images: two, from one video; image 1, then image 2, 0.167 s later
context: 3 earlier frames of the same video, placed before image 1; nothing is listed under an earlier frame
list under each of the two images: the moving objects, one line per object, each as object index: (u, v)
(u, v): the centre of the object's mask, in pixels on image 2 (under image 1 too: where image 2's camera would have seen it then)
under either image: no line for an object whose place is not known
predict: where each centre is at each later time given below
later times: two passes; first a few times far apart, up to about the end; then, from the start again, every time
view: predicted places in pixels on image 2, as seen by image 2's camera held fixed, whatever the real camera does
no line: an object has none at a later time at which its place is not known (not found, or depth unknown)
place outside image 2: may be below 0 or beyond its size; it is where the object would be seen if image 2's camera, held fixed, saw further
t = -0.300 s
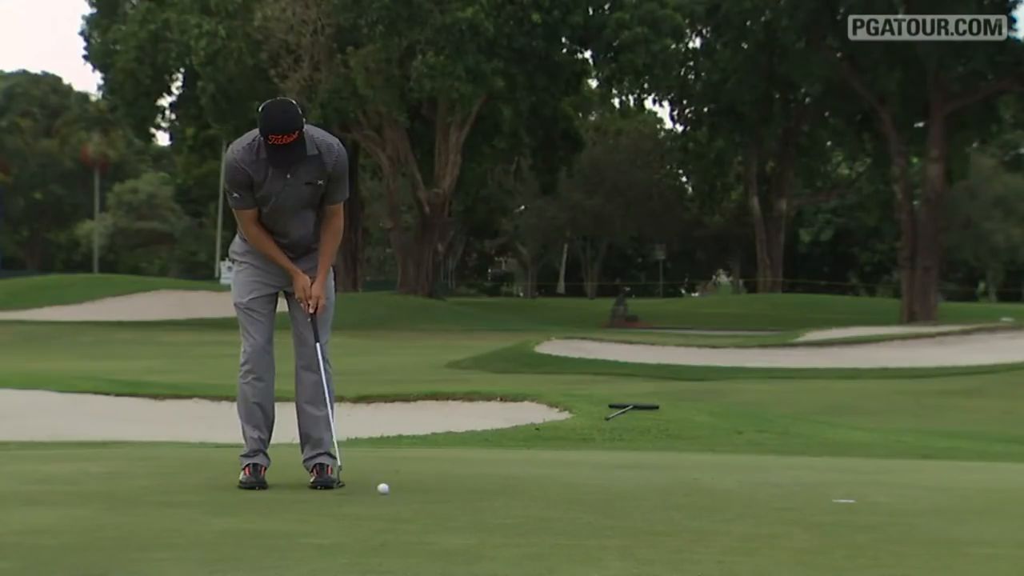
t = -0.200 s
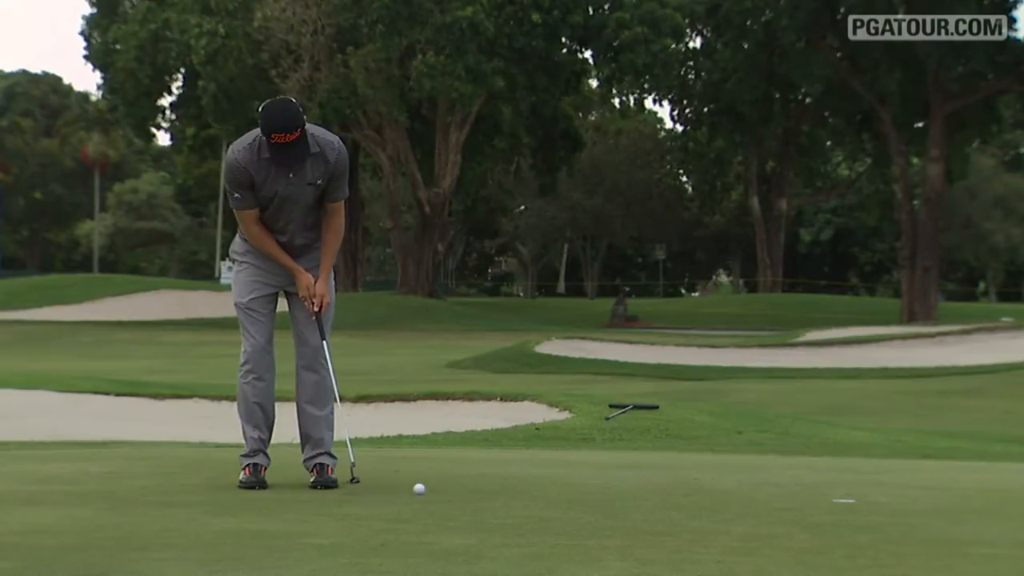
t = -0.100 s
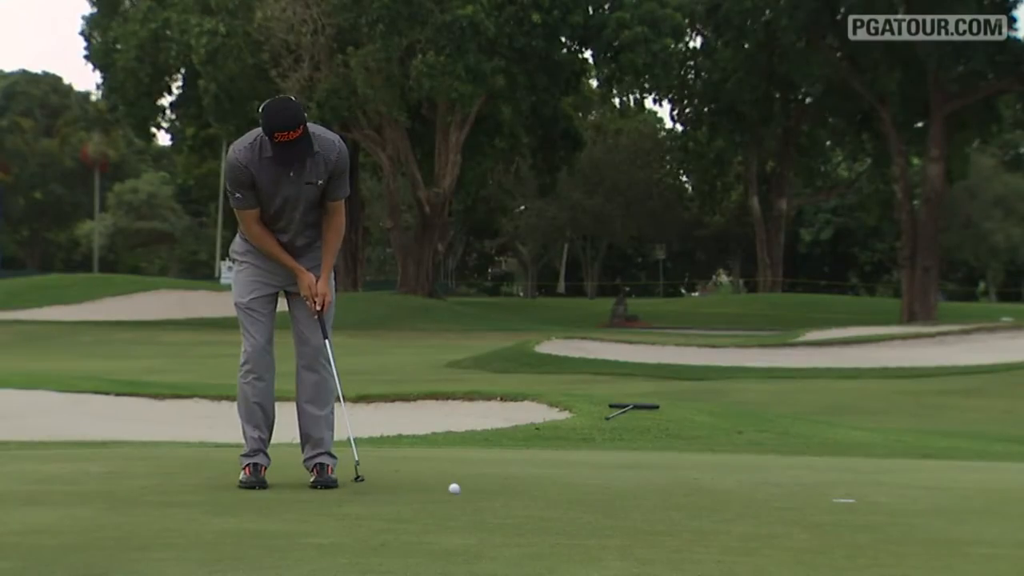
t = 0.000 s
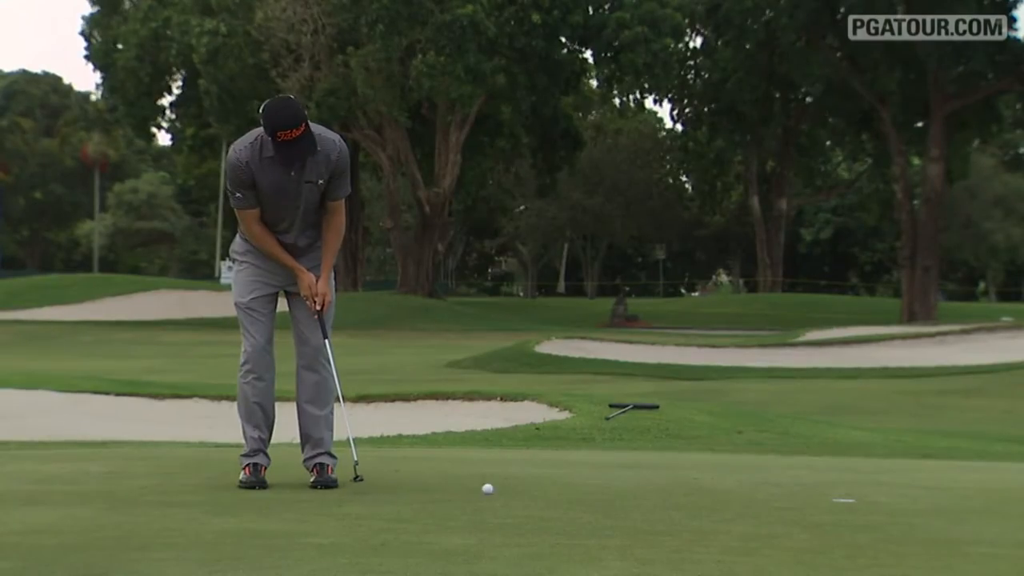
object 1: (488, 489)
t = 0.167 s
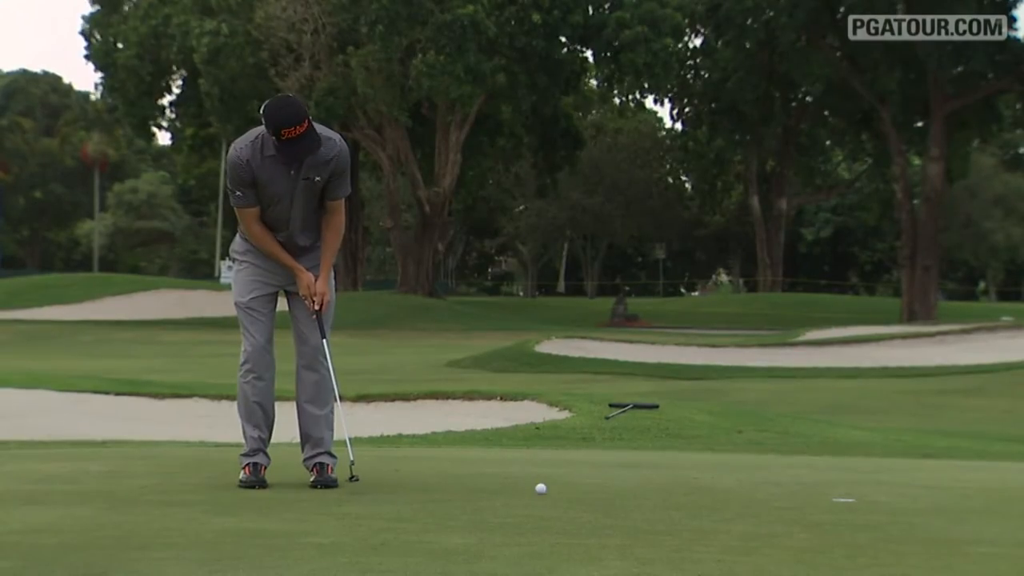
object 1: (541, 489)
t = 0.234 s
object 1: (561, 489)
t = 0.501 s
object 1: (639, 491)
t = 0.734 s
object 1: (701, 492)
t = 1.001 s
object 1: (766, 493)
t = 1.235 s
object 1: (817, 494)
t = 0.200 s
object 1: (551, 489)
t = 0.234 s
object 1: (561, 489)
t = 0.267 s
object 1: (571, 489)
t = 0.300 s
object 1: (581, 489)
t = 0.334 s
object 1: (591, 489)
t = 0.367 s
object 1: (600, 490)
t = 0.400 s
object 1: (610, 489)
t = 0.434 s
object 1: (620, 490)
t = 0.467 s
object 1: (629, 490)
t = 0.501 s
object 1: (639, 491)
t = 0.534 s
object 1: (648, 491)
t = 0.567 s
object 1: (658, 490)
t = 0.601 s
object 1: (667, 490)
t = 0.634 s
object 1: (676, 491)
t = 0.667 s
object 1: (684, 491)
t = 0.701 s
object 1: (693, 491)
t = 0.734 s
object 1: (701, 492)
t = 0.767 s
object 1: (710, 491)
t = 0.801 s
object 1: (718, 492)
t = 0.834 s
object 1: (726, 492)
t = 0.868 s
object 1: (734, 492)
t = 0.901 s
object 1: (742, 492)
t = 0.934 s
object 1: (750, 492)
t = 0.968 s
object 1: (758, 493)
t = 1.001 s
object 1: (766, 493)
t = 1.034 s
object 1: (774, 493)
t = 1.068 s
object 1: (781, 493)
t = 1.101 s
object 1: (789, 494)
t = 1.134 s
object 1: (796, 493)
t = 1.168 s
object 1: (803, 493)
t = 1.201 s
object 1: (810, 493)
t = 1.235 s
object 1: (817, 494)
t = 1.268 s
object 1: (824, 494)
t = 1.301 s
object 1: (831, 494)
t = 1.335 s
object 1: (837, 495)
